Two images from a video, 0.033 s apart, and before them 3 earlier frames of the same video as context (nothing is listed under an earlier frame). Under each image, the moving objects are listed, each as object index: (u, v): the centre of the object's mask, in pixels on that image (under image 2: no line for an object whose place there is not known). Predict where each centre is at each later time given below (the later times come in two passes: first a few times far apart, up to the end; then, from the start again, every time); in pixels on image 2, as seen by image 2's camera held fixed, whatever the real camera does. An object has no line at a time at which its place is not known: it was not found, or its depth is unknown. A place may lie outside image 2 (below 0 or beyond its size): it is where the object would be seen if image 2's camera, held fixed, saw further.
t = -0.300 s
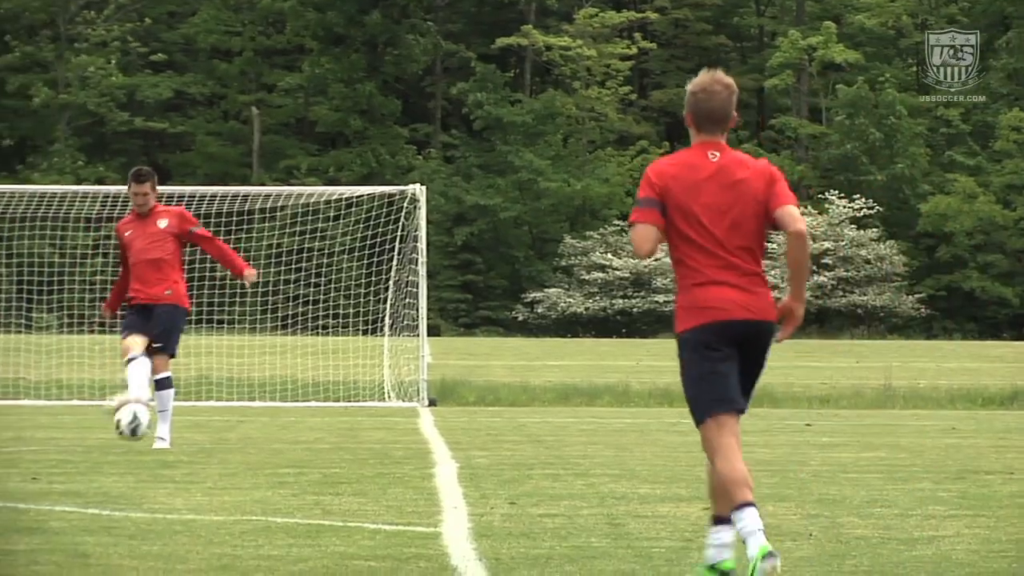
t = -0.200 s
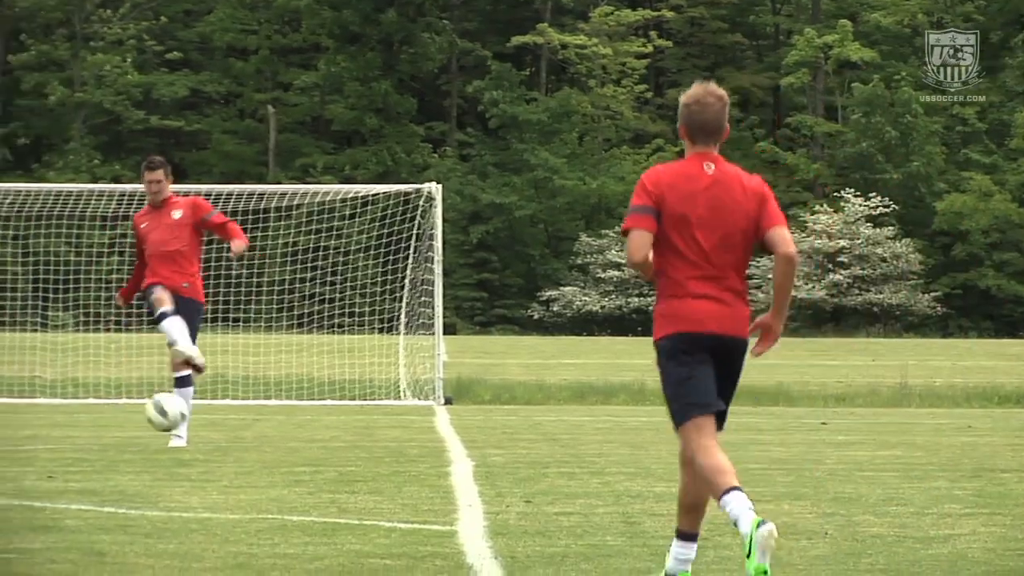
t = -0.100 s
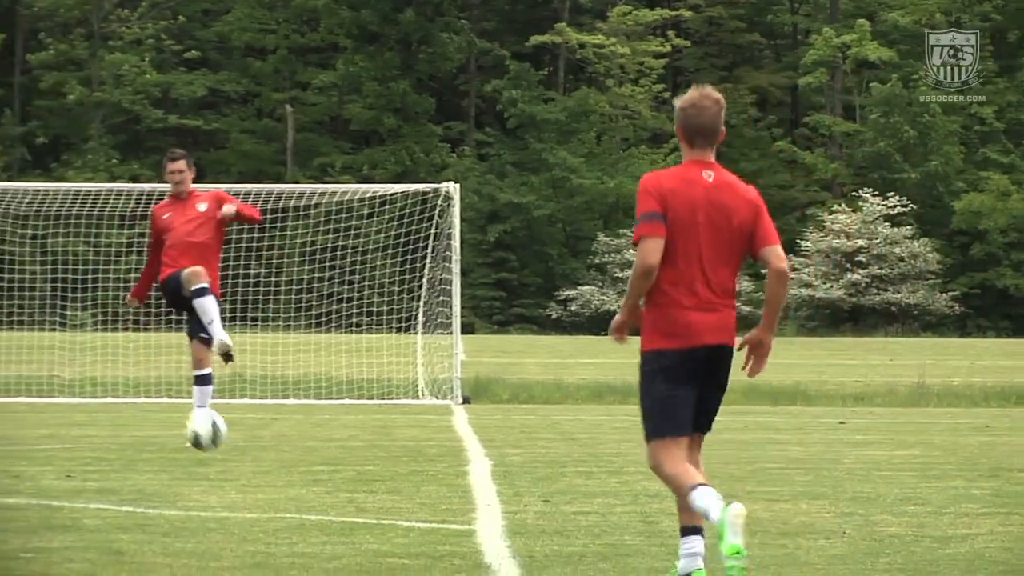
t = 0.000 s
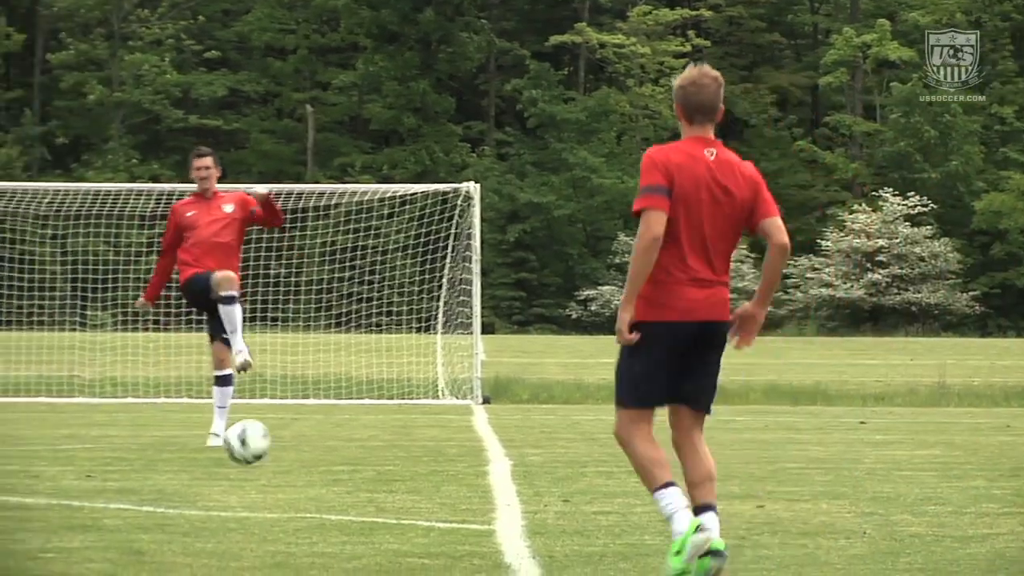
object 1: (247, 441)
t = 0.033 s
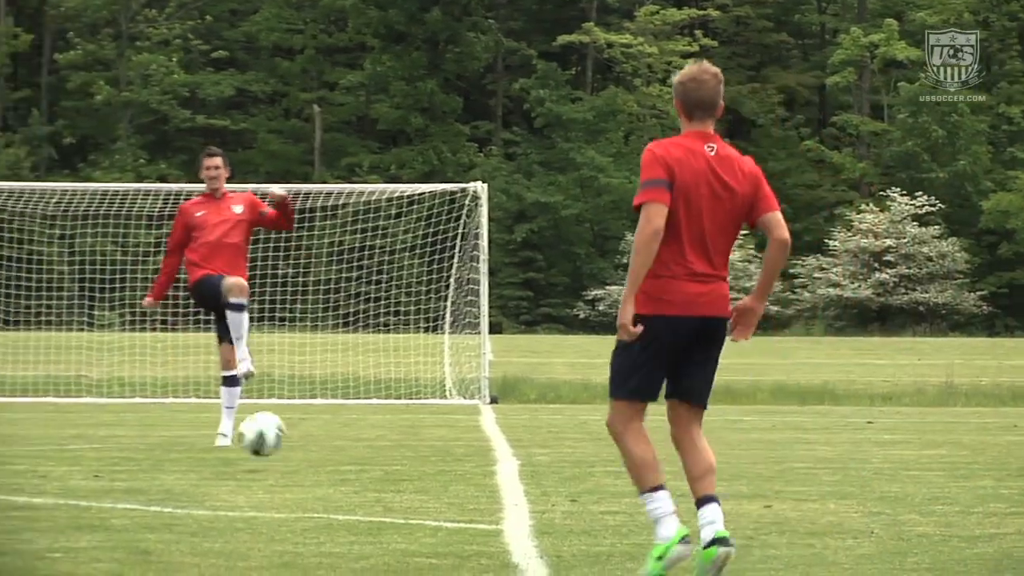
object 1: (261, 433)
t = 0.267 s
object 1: (313, 467)
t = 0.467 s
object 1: (353, 487)
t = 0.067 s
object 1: (268, 429)
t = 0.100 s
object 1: (275, 427)
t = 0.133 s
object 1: (282, 428)
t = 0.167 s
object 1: (289, 433)
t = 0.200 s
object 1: (297, 441)
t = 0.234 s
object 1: (306, 452)
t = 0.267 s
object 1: (313, 467)
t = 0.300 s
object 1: (322, 484)
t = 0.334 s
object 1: (330, 489)
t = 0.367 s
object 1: (336, 485)
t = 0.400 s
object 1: (342, 482)
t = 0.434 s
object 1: (348, 483)
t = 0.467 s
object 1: (353, 487)
